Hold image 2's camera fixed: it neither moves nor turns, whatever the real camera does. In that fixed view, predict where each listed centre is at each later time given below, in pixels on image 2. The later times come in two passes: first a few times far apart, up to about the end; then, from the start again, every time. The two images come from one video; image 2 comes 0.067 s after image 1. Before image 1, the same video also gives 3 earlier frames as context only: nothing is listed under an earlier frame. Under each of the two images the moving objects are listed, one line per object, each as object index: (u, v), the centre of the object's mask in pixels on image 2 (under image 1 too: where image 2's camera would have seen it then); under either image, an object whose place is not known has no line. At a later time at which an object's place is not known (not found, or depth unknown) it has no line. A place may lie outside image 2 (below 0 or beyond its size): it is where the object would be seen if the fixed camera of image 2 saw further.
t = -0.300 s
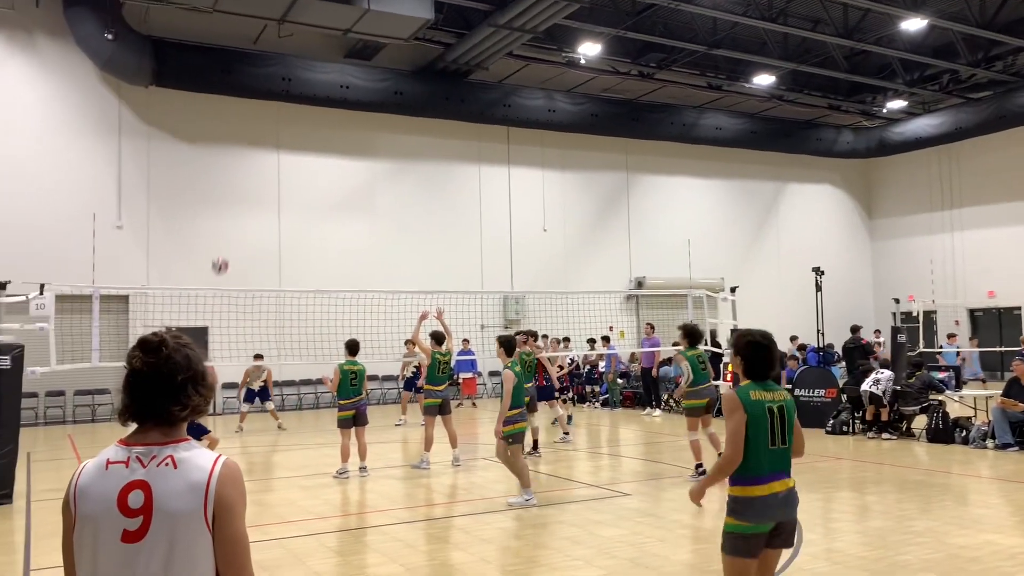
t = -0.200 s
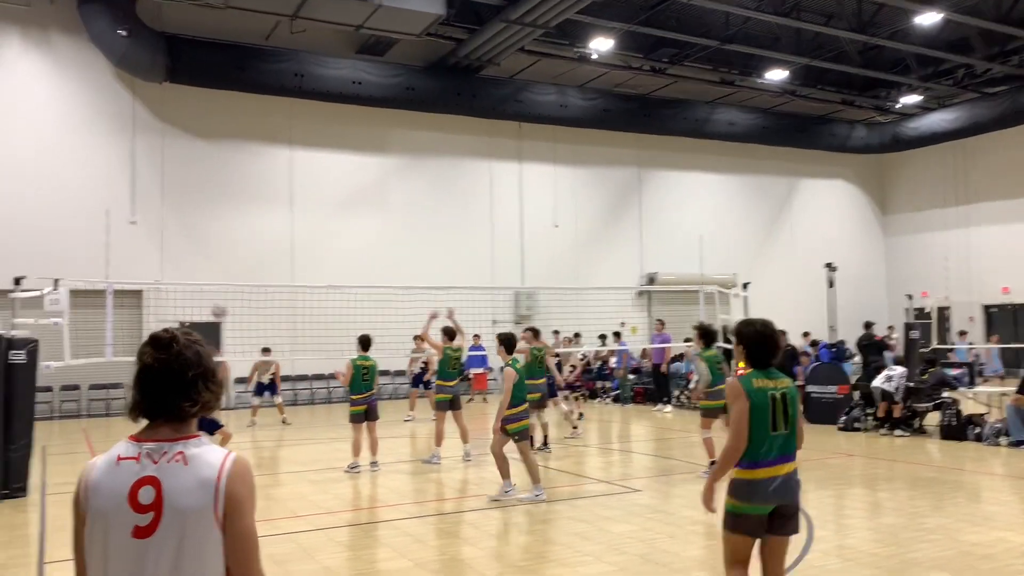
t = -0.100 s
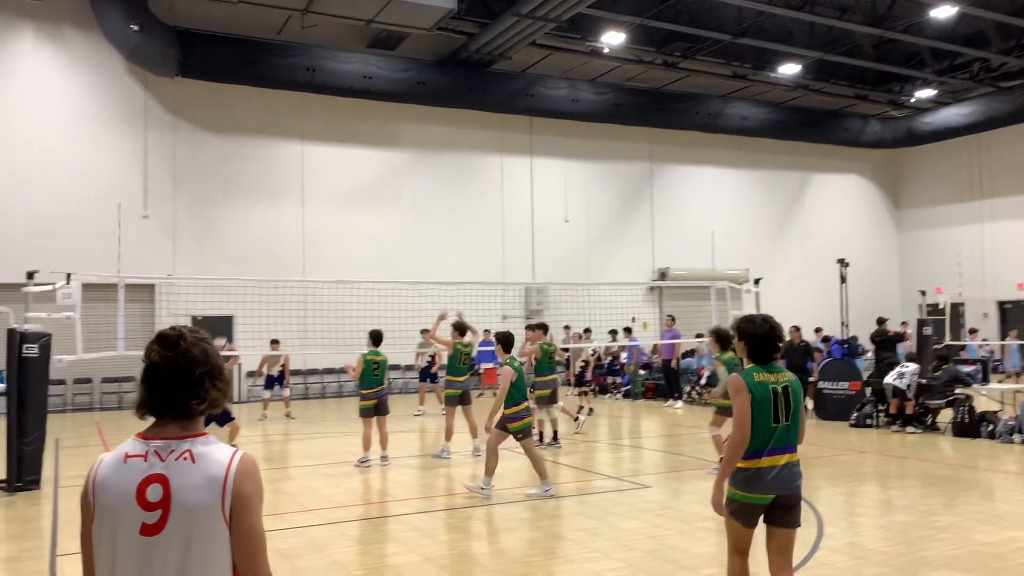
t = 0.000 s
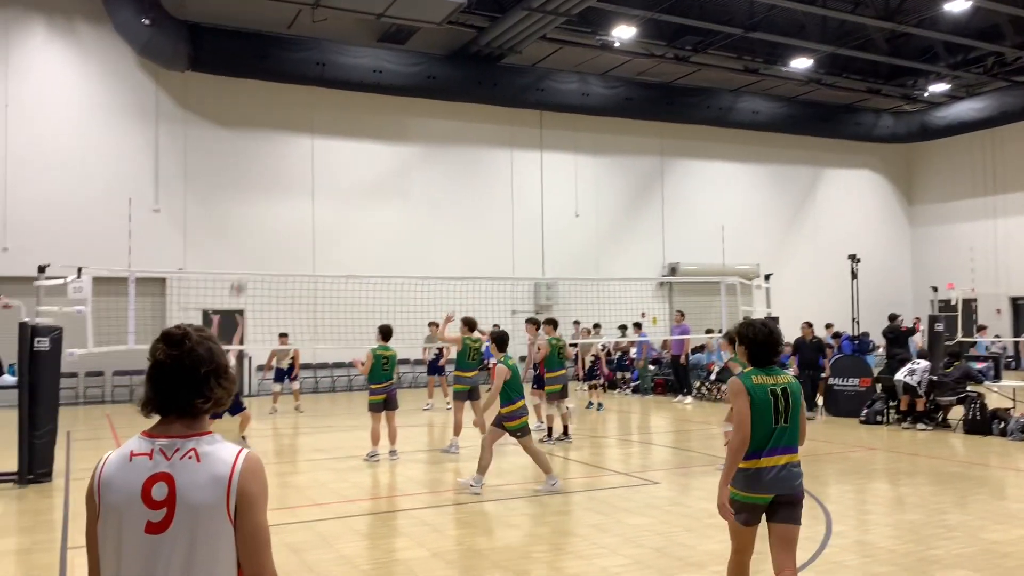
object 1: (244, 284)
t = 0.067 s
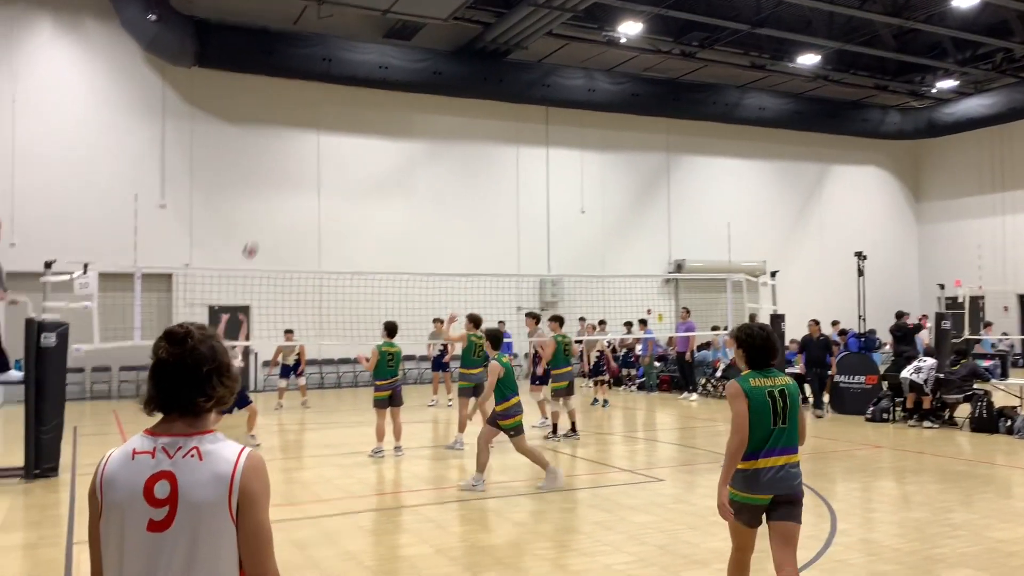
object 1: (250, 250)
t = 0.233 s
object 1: (264, 185)
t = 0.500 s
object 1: (287, 125)
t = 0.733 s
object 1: (305, 114)
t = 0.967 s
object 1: (322, 136)
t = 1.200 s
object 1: (337, 187)
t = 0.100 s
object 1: (253, 236)
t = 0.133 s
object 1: (256, 221)
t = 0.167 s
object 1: (258, 208)
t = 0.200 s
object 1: (261, 196)
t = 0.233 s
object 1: (264, 185)
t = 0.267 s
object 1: (267, 174)
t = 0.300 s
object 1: (270, 165)
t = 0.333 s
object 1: (272, 157)
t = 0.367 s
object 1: (275, 149)
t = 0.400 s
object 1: (278, 142)
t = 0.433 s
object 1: (281, 136)
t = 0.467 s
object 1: (284, 130)
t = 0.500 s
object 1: (287, 125)
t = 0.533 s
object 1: (289, 121)
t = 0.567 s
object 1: (292, 119)
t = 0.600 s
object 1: (295, 116)
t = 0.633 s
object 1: (297, 115)
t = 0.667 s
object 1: (300, 114)
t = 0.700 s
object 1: (303, 114)
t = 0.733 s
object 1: (305, 114)
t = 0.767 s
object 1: (308, 115)
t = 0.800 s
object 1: (310, 117)
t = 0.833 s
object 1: (312, 120)
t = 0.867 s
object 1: (314, 122)
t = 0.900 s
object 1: (317, 126)
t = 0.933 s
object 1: (319, 131)
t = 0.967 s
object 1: (322, 136)
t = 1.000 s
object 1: (323, 141)
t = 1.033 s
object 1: (326, 148)
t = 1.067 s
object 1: (328, 154)
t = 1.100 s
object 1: (330, 162)
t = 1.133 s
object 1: (332, 169)
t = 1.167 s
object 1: (335, 178)
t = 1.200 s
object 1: (337, 187)
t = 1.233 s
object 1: (339, 197)
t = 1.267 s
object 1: (341, 207)
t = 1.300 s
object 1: (342, 218)
